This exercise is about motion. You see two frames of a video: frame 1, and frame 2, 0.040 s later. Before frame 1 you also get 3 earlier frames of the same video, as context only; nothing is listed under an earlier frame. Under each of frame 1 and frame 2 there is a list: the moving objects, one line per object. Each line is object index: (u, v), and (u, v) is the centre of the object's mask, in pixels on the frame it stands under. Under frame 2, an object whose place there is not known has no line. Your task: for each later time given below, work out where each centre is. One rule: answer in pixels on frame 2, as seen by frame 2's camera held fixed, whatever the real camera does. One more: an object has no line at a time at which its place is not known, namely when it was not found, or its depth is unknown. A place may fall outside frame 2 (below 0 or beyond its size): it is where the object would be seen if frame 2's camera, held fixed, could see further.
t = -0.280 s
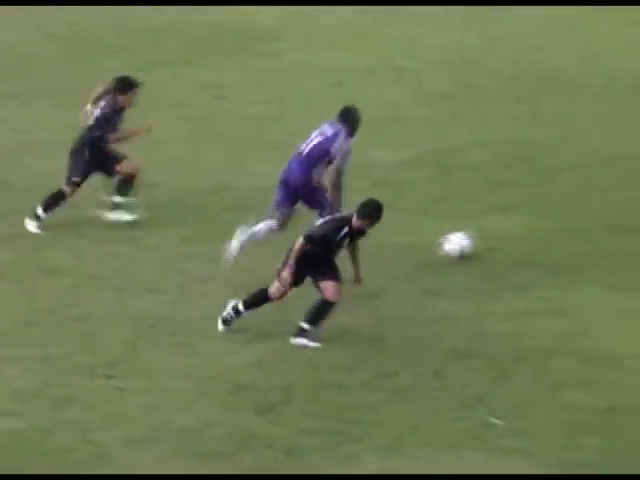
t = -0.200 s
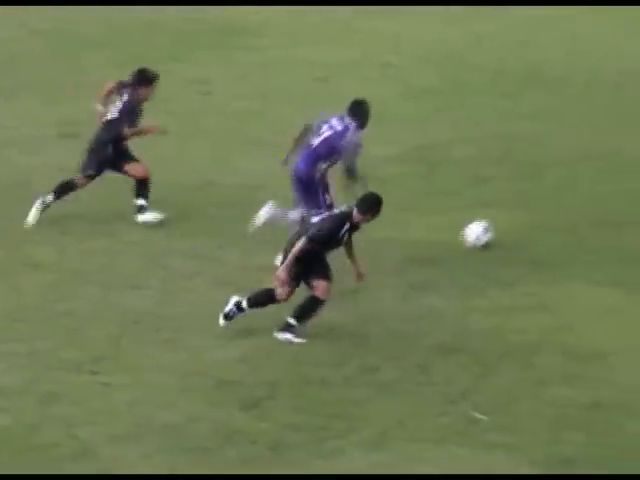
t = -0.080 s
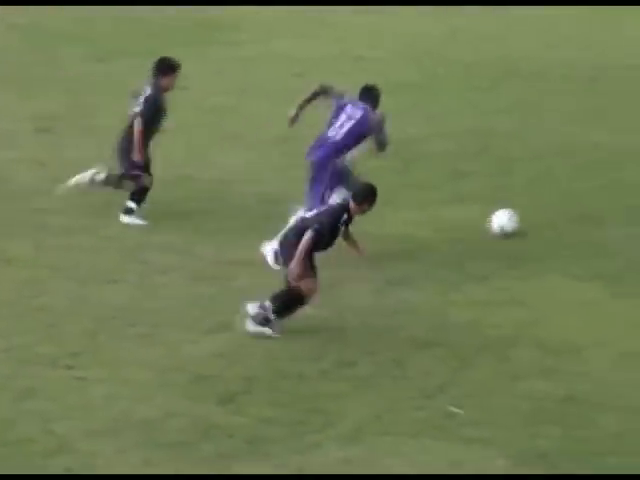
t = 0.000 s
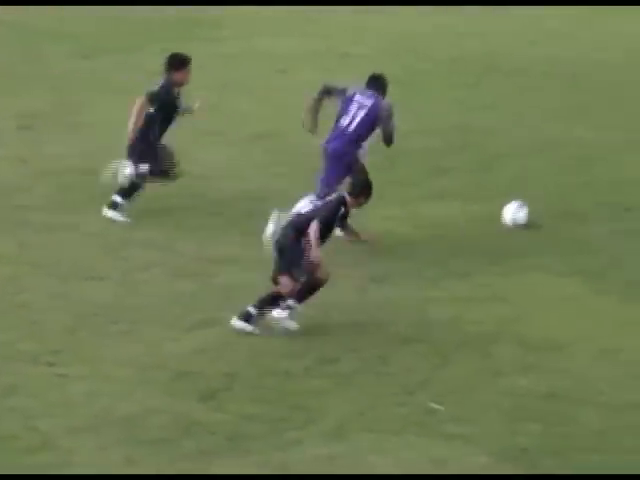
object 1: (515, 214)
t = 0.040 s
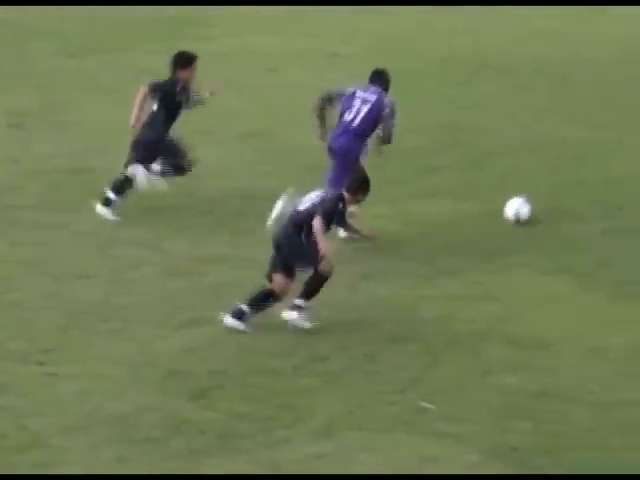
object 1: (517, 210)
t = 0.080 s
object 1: (529, 207)
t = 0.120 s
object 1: (542, 205)
